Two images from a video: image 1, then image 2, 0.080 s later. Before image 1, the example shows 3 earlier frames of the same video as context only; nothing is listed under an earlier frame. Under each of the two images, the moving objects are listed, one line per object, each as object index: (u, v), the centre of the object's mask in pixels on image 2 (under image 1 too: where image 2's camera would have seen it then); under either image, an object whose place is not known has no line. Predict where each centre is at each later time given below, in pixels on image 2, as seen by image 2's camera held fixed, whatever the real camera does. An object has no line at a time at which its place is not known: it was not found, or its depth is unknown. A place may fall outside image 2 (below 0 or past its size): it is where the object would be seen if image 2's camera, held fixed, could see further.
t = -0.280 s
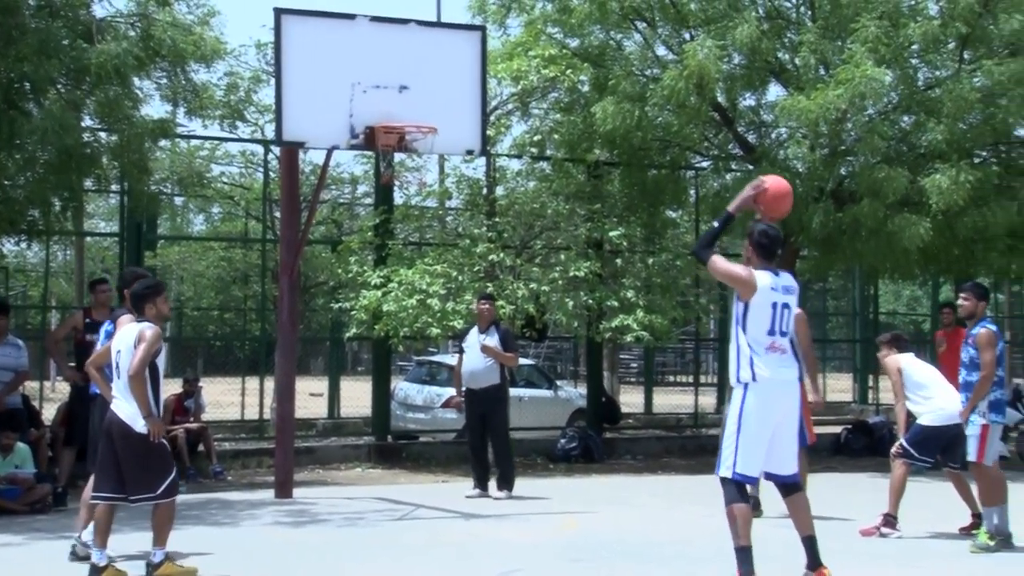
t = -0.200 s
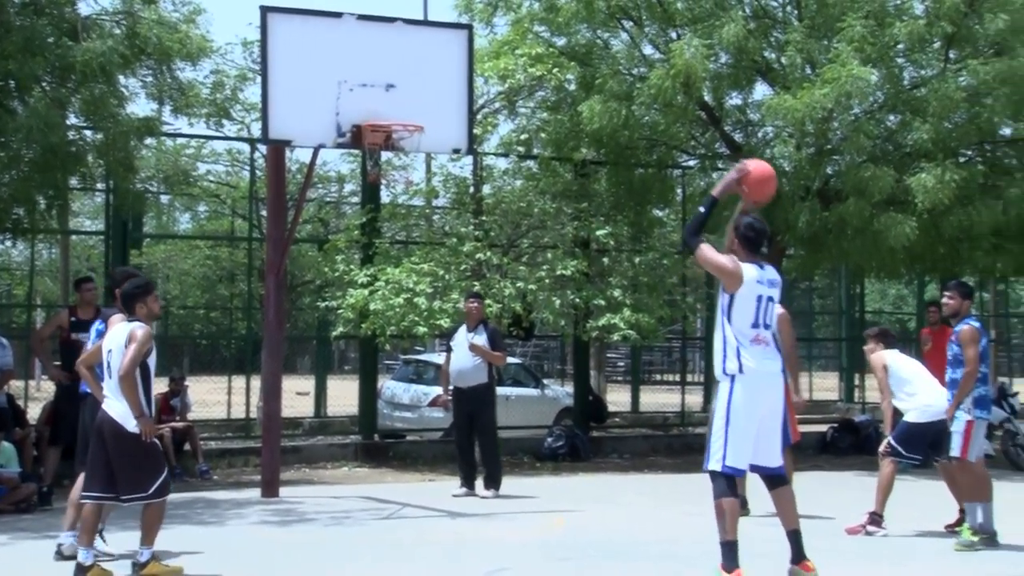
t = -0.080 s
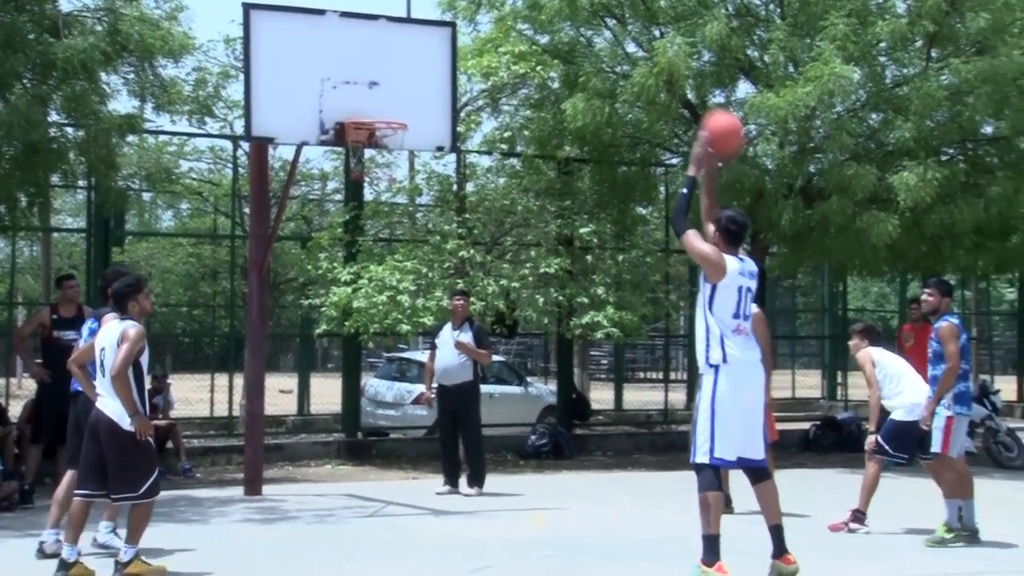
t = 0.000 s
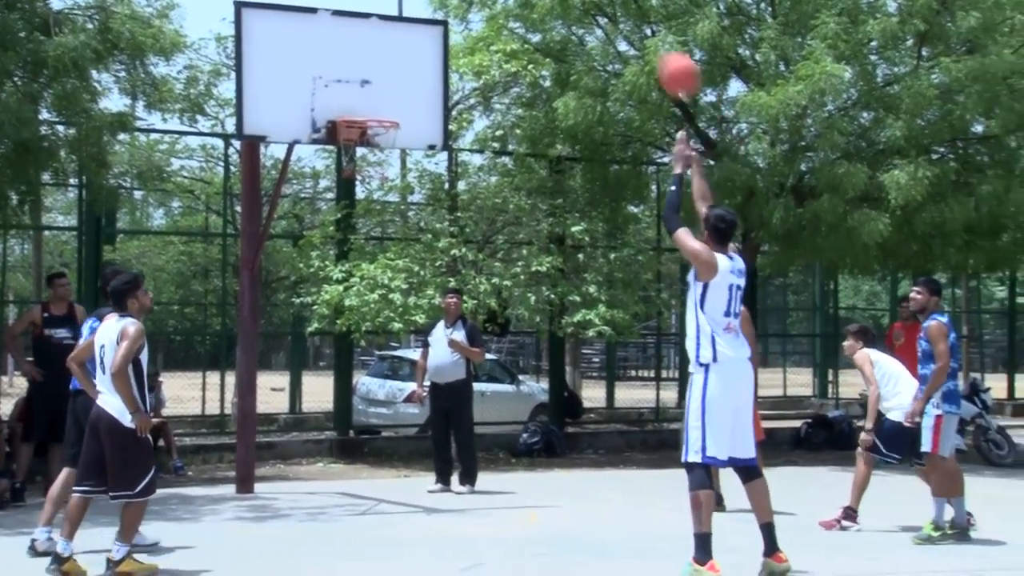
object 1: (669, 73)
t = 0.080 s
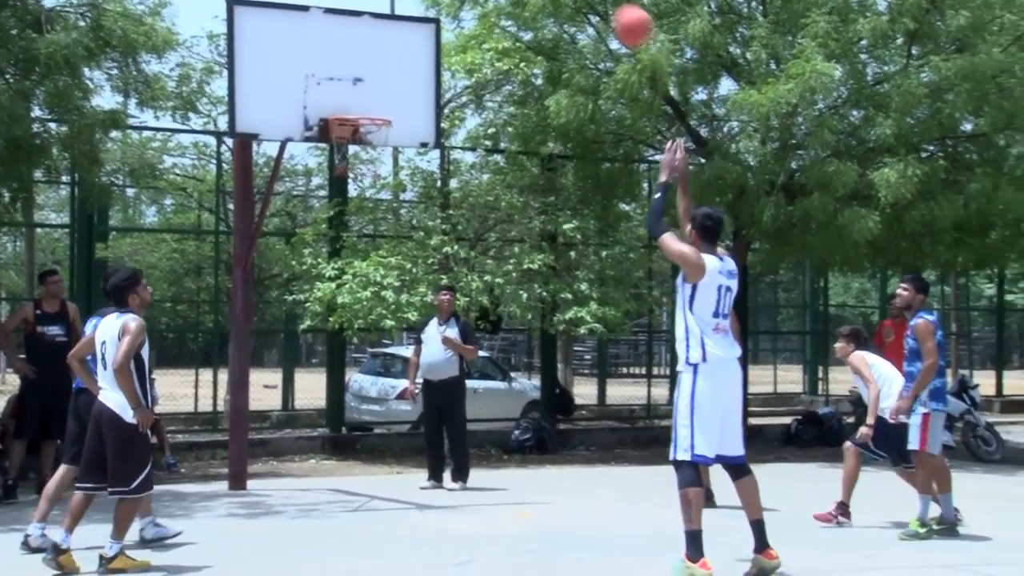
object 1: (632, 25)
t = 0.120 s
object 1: (616, 12)
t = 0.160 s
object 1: (599, 6)
